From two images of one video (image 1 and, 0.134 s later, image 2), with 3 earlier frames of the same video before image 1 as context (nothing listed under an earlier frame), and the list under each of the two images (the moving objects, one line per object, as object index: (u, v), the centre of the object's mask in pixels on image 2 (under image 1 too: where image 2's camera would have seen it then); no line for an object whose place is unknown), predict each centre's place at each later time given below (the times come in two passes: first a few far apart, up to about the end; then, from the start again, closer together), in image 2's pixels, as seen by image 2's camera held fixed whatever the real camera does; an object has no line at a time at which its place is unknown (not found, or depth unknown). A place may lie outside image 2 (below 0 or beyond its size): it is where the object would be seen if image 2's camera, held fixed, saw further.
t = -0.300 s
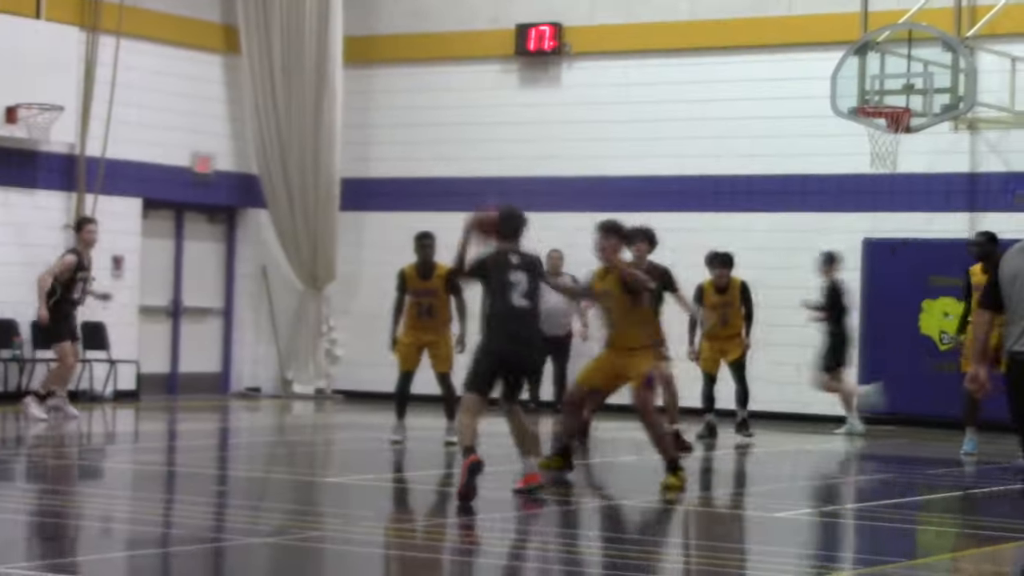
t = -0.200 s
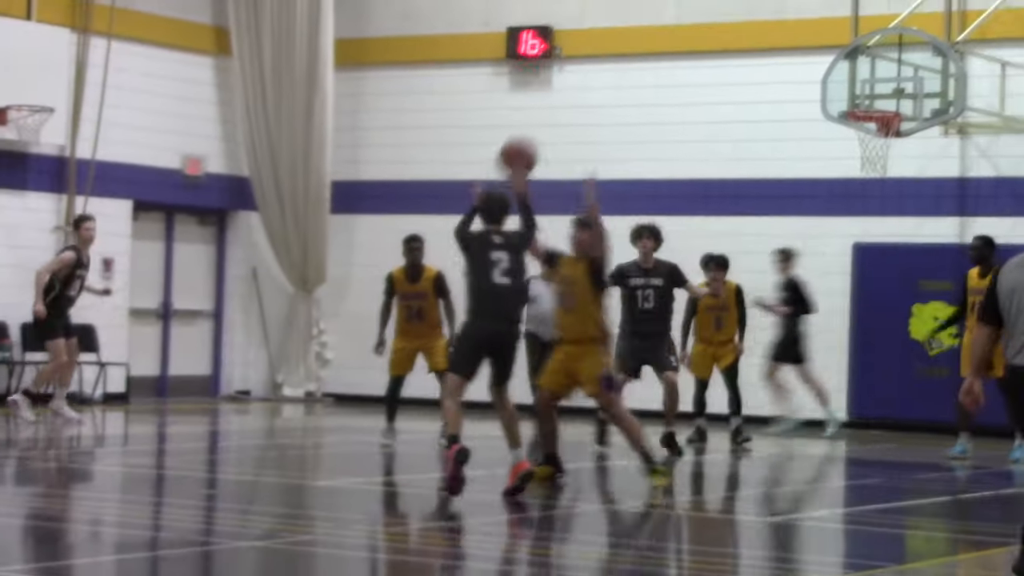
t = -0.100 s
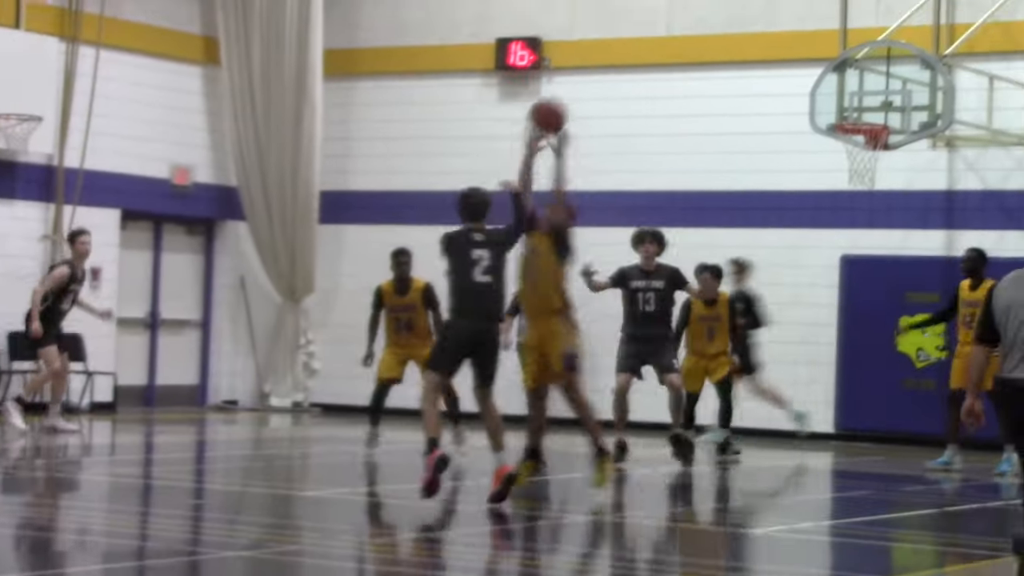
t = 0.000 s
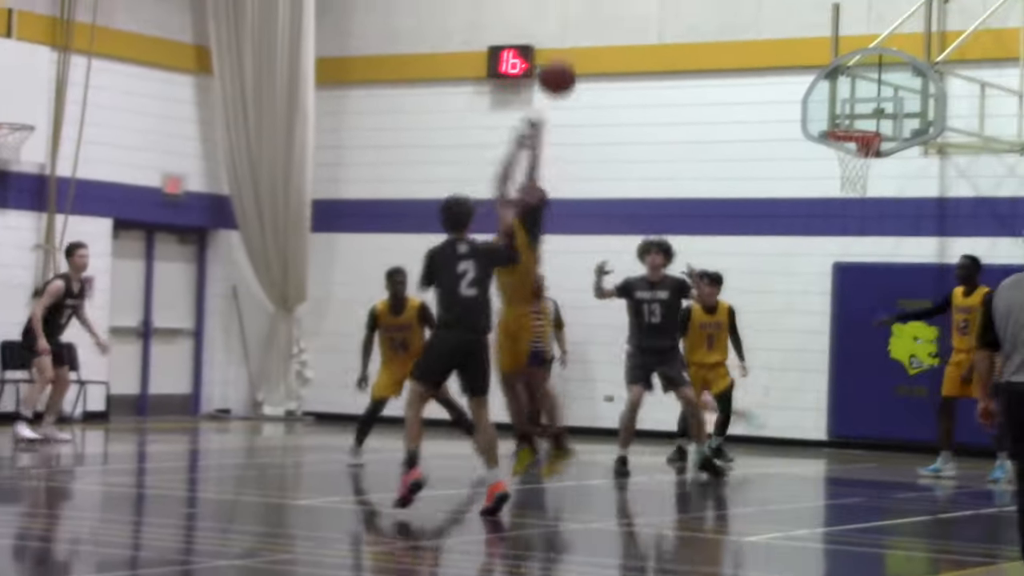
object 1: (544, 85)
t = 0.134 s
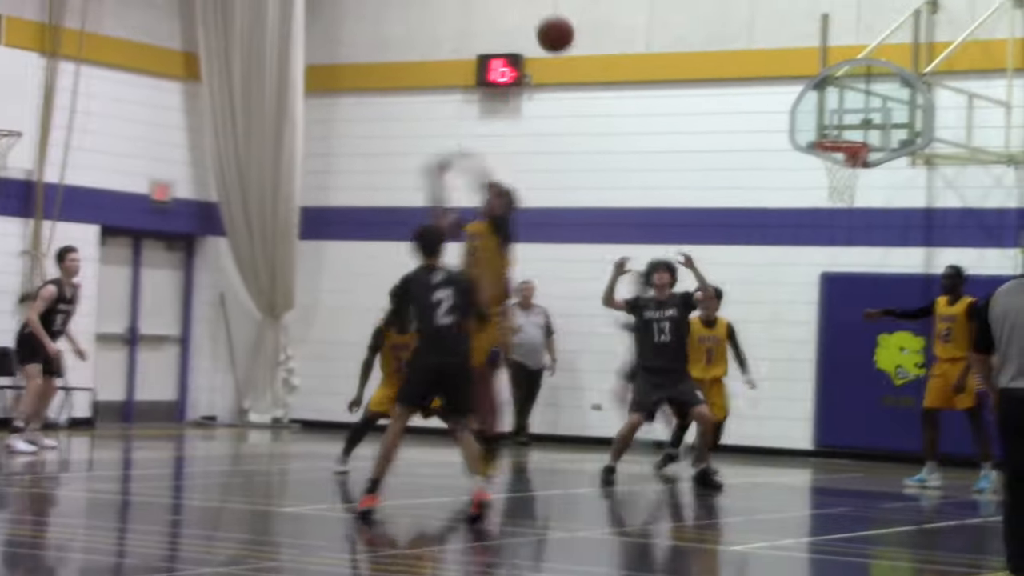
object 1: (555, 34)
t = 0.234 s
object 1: (561, 14)
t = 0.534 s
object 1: (574, 40)
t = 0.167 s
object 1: (557, 26)
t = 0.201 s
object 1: (559, 19)
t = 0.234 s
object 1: (561, 14)
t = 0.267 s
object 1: (562, 11)
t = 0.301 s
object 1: (563, 10)
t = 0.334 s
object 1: (565, 9)
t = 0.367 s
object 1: (566, 10)
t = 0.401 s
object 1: (568, 13)
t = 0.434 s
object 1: (568, 18)
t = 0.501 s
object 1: (571, 32)
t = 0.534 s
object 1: (574, 40)
